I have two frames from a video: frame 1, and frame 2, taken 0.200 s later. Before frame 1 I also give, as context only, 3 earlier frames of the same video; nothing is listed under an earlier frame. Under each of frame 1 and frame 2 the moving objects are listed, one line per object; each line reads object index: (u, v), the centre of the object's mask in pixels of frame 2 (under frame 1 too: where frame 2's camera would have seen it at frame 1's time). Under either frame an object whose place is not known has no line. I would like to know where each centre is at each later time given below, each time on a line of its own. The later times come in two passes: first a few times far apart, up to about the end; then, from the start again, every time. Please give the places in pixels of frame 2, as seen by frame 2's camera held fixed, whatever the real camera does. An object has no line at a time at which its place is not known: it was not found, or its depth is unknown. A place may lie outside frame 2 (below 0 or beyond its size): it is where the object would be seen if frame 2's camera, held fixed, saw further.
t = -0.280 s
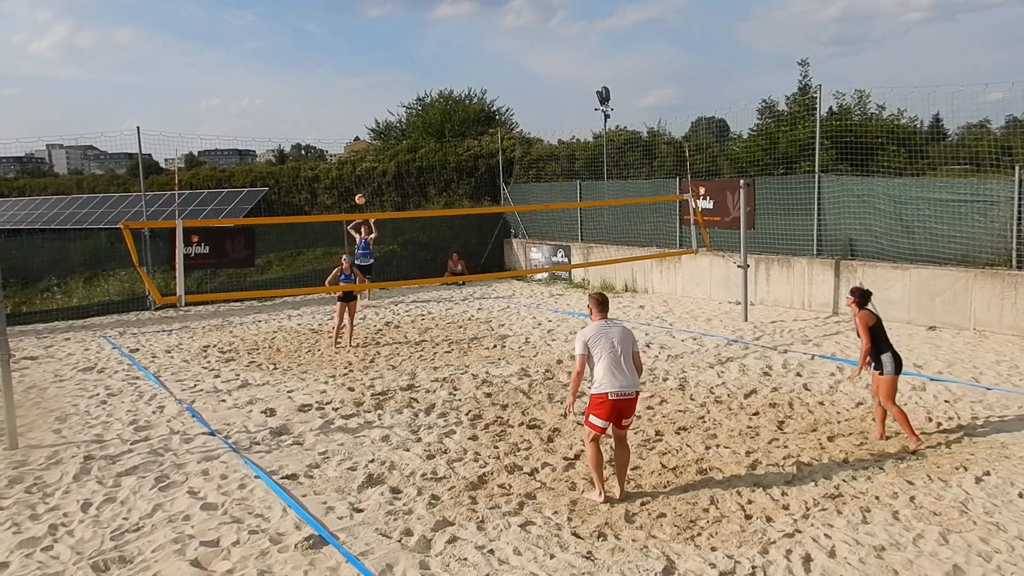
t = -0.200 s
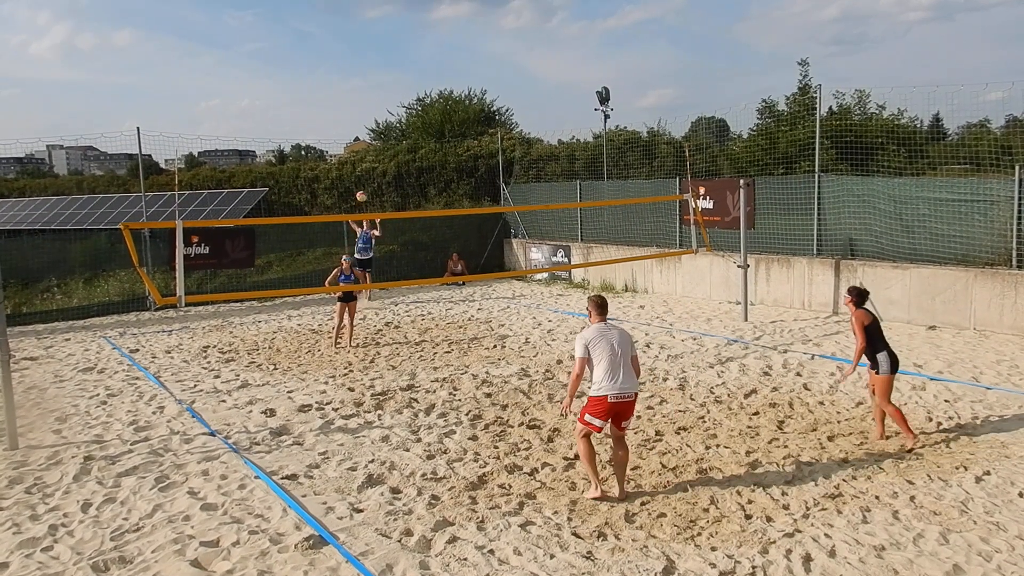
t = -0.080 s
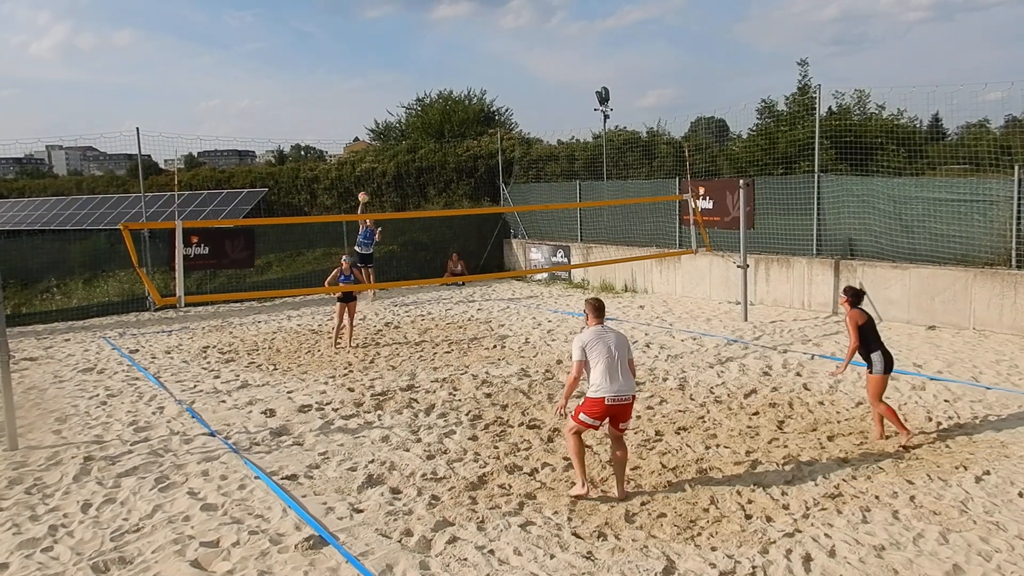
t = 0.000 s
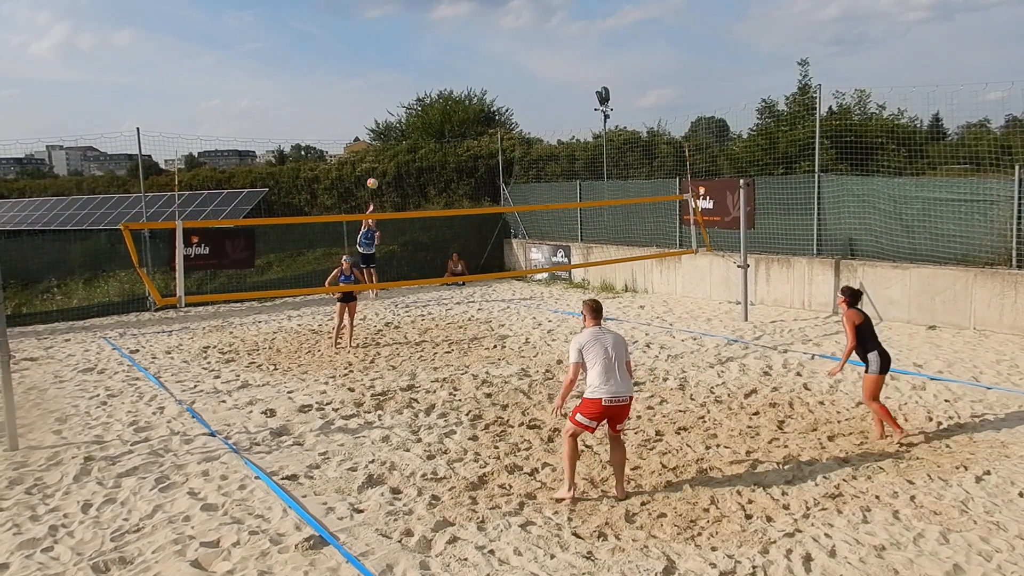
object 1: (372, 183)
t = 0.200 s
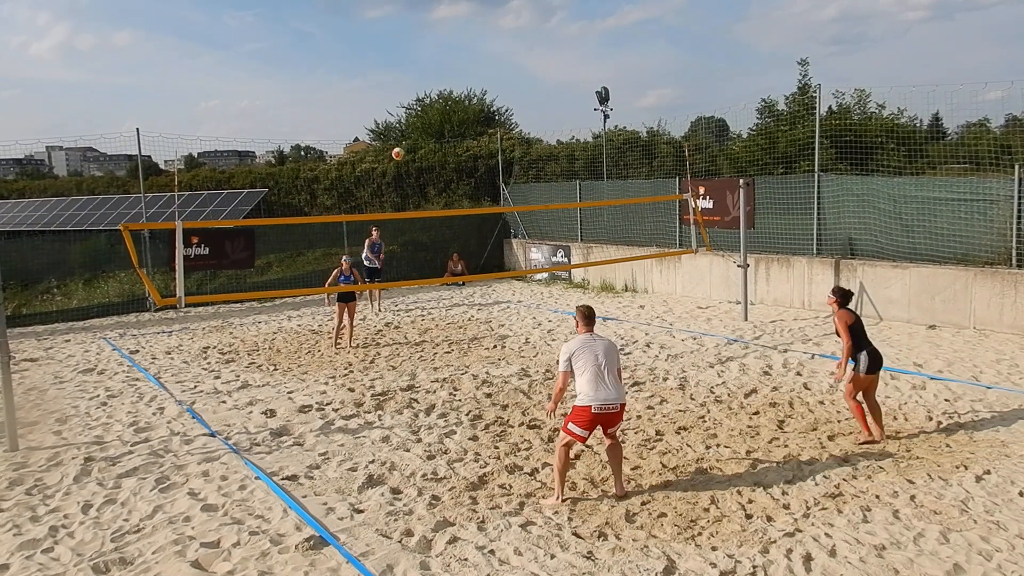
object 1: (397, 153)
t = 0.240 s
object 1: (403, 150)
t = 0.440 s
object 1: (435, 146)
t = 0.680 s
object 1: (492, 183)
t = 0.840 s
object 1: (543, 246)
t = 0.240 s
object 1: (403, 150)
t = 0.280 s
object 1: (408, 147)
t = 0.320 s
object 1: (414, 145)
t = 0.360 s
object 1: (420, 144)
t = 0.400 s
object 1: (427, 144)
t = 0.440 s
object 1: (435, 146)
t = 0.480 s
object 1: (443, 148)
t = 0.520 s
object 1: (451, 152)
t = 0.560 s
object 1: (461, 157)
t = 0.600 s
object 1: (470, 164)
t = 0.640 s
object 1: (481, 173)
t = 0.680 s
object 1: (492, 183)
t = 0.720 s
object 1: (503, 195)
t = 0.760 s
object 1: (515, 210)
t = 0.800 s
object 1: (529, 227)
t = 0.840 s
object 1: (543, 246)
